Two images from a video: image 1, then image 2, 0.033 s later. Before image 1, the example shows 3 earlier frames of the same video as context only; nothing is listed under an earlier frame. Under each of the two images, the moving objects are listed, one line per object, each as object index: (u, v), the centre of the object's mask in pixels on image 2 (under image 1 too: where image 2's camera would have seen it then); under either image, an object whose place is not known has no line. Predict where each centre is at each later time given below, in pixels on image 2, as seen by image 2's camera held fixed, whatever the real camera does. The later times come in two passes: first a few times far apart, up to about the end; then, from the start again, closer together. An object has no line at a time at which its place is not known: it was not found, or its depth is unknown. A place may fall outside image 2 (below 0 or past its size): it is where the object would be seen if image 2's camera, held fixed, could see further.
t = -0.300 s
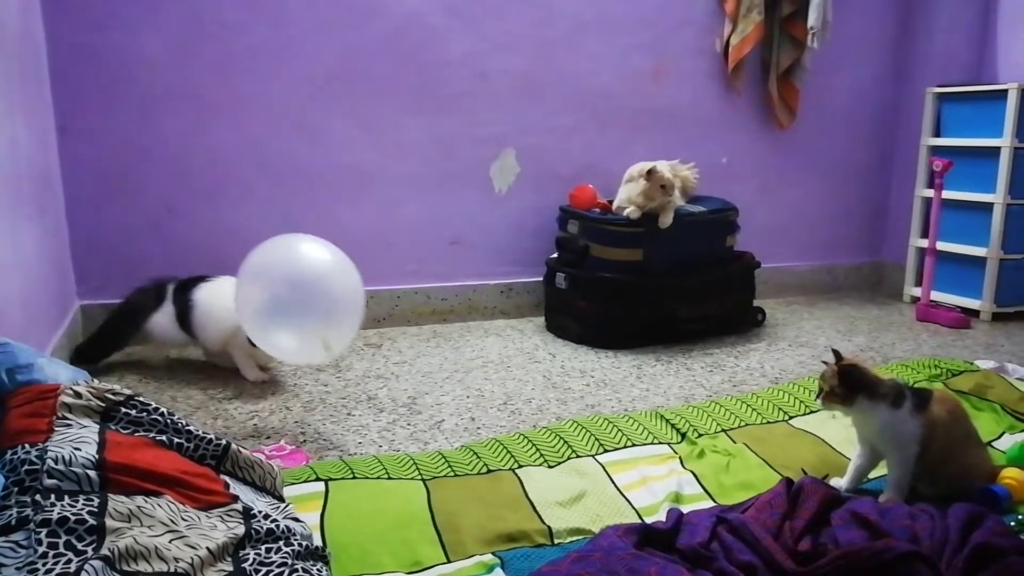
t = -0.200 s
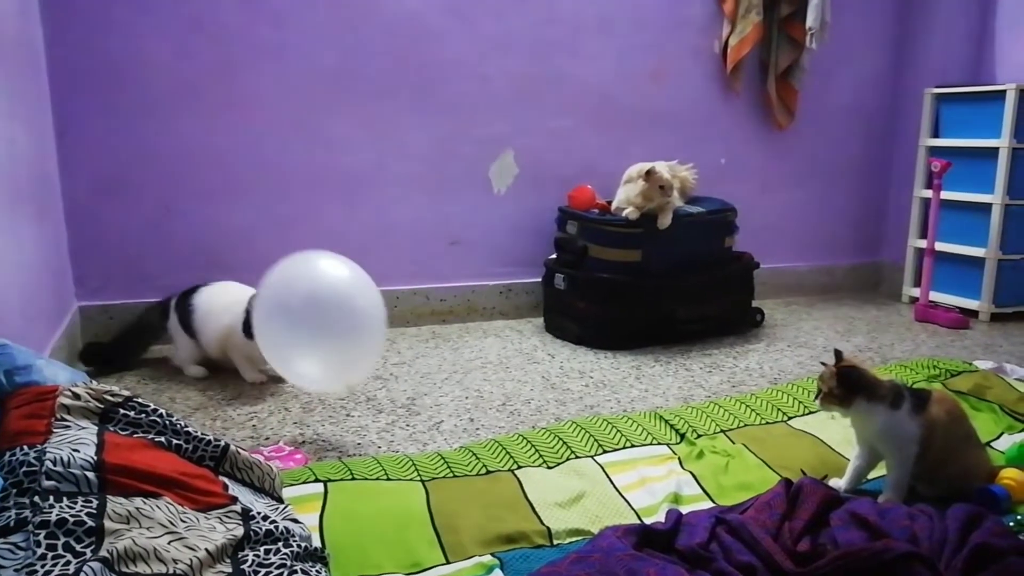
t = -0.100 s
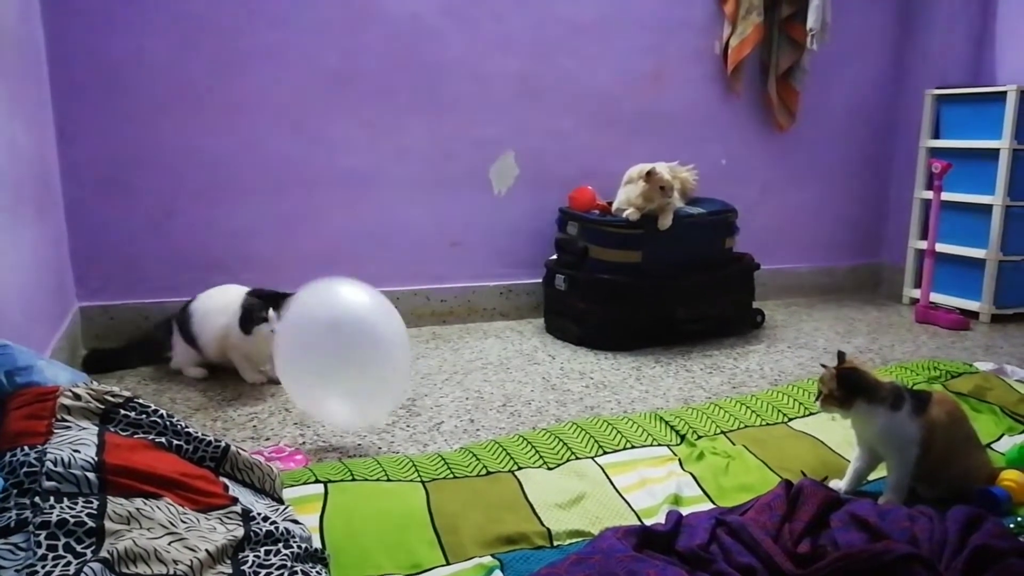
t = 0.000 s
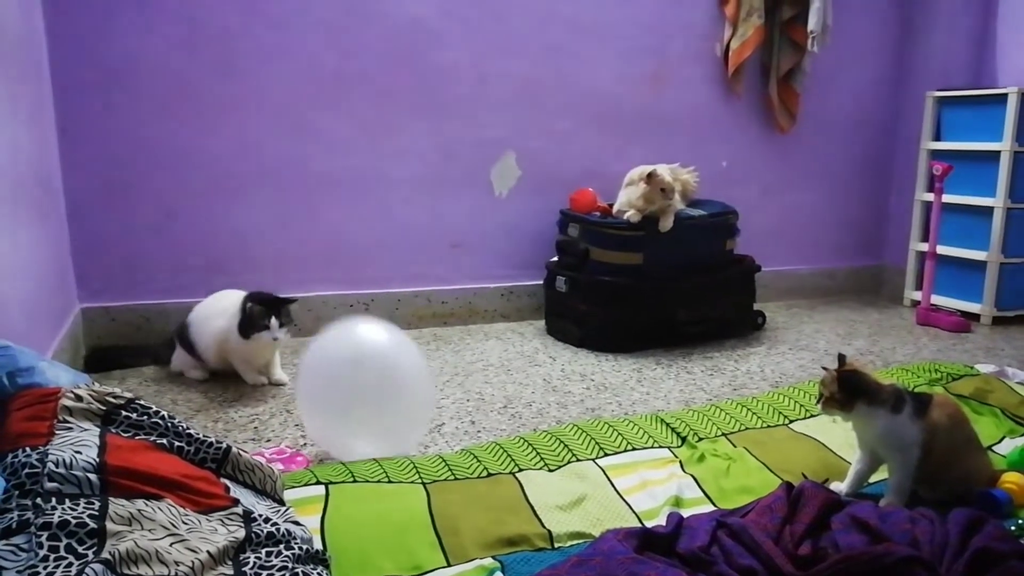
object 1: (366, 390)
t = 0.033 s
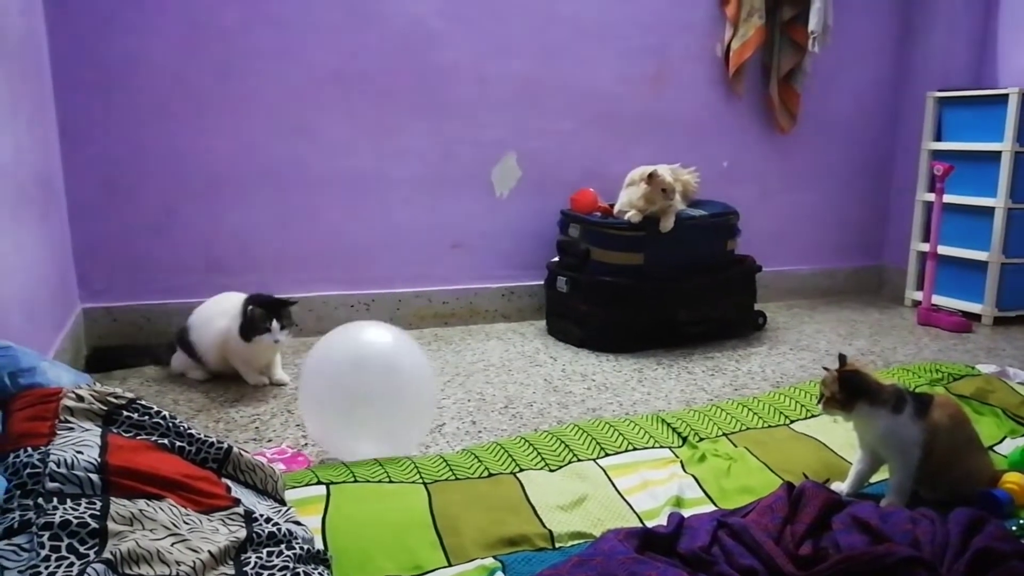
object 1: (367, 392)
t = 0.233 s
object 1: (374, 379)
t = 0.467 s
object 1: (384, 393)
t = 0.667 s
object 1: (390, 408)
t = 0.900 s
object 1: (393, 421)
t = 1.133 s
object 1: (390, 428)
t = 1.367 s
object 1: (379, 434)
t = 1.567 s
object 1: (364, 436)
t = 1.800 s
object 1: (362, 438)
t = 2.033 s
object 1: (365, 436)
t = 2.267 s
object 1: (363, 434)
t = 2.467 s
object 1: (361, 431)
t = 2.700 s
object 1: (359, 426)
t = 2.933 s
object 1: (354, 422)
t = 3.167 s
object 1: (351, 419)
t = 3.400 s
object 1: (348, 417)
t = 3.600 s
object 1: (346, 415)
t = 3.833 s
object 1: (343, 413)
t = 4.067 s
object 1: (339, 411)
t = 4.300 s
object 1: (338, 410)
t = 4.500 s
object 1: (338, 410)
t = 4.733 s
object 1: (338, 411)
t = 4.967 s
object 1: (338, 411)
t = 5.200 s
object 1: (338, 411)
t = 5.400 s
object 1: (338, 410)
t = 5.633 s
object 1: (338, 410)
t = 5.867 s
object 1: (338, 410)
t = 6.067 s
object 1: (338, 410)
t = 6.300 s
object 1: (338, 410)
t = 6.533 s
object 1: (338, 410)
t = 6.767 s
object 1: (338, 410)
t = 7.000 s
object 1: (338, 410)
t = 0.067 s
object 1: (368, 390)
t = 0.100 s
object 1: (369, 388)
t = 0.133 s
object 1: (371, 385)
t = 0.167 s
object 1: (372, 381)
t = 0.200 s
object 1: (373, 380)
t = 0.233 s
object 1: (374, 379)
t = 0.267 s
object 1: (375, 378)
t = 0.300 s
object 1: (377, 379)
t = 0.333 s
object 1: (379, 379)
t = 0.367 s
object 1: (380, 381)
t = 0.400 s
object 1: (381, 385)
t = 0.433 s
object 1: (383, 389)
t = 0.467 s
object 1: (384, 393)
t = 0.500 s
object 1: (386, 399)
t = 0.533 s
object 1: (386, 400)
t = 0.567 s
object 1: (387, 401)
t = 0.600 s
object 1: (388, 402)
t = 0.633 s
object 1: (389, 405)
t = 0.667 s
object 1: (390, 408)
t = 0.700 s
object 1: (391, 410)
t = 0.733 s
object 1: (391, 411)
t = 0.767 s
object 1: (391, 413)
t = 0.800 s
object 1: (392, 415)
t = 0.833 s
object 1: (392, 417)
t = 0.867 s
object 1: (392, 419)
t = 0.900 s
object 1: (393, 421)
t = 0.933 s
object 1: (393, 422)
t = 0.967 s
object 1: (393, 423)
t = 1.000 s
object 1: (393, 424)
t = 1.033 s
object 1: (392, 425)
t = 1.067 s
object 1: (392, 426)
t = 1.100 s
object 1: (391, 427)
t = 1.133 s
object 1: (390, 428)
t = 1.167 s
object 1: (389, 429)
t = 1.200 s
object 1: (387, 430)
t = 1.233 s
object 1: (386, 431)
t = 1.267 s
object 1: (385, 431)
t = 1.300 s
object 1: (383, 432)
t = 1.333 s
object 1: (381, 433)
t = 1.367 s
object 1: (379, 434)
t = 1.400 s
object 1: (377, 434)
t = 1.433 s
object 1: (375, 435)
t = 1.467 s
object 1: (372, 435)
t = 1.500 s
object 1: (369, 436)
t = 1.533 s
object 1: (367, 436)
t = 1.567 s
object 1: (364, 436)
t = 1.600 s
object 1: (363, 437)
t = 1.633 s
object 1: (362, 437)
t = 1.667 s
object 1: (361, 437)
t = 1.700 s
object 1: (361, 437)
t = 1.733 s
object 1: (361, 437)
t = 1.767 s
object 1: (362, 437)
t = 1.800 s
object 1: (362, 438)
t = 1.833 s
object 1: (363, 438)
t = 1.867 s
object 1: (364, 437)
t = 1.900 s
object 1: (365, 437)
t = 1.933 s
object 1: (365, 437)
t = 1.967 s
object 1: (365, 437)
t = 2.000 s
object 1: (365, 436)
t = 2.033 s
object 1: (365, 436)
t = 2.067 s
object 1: (365, 436)
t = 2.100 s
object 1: (365, 436)
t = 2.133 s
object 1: (365, 436)
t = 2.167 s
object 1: (364, 435)
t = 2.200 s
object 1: (364, 435)
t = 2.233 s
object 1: (364, 434)
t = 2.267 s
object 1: (363, 434)
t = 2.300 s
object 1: (363, 434)
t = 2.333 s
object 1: (362, 433)
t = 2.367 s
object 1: (362, 433)
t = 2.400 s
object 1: (361, 432)
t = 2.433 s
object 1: (361, 432)
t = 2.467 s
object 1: (361, 431)
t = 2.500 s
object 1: (361, 431)
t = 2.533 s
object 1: (361, 430)
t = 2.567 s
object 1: (361, 429)
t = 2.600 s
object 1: (360, 428)
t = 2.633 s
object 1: (360, 428)
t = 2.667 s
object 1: (359, 427)
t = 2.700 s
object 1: (359, 426)
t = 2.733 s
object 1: (358, 425)
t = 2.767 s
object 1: (358, 424)
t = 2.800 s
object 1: (356, 424)
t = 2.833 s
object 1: (355, 424)
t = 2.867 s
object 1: (354, 423)
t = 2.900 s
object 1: (354, 422)
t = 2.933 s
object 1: (354, 422)
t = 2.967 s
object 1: (353, 421)
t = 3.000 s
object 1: (353, 421)
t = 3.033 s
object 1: (353, 421)
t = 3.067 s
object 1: (352, 420)
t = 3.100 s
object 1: (352, 420)
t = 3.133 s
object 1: (351, 419)
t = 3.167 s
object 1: (351, 419)
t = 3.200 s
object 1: (351, 419)
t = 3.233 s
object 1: (350, 418)
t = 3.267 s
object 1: (350, 418)
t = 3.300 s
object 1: (349, 418)
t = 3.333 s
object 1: (349, 417)
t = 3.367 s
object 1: (349, 417)
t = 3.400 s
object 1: (348, 417)
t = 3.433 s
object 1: (348, 417)
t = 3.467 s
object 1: (348, 416)
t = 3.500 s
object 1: (348, 416)
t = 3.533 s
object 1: (347, 416)
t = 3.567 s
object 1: (347, 415)
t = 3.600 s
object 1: (346, 415)
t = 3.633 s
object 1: (346, 415)
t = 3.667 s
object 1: (345, 415)
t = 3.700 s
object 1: (345, 414)
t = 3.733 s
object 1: (344, 414)
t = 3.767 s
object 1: (343, 414)
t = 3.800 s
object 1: (343, 413)
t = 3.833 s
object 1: (343, 413)
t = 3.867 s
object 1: (342, 413)
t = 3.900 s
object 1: (342, 413)
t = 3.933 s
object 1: (342, 412)
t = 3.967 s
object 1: (341, 412)
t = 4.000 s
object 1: (340, 412)
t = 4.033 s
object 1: (340, 411)
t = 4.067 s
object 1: (339, 411)
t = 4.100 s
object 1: (339, 411)
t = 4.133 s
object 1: (339, 411)
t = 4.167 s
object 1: (339, 411)
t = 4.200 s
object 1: (338, 410)
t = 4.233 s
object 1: (338, 410)
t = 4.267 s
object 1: (338, 411)
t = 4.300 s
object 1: (338, 410)
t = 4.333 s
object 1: (338, 410)
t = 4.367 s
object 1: (338, 410)
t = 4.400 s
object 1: (338, 410)
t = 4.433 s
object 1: (338, 410)
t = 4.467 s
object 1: (337, 410)
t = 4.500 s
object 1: (338, 410)
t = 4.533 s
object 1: (338, 410)
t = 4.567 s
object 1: (338, 410)
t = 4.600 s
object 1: (338, 410)
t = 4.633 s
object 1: (338, 410)
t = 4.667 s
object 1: (338, 411)
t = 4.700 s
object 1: (338, 411)
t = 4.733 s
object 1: (338, 411)
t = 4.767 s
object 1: (338, 411)
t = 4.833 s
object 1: (338, 411)
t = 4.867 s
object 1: (338, 410)
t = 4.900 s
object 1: (338, 411)
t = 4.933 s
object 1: (338, 411)
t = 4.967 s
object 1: (338, 411)
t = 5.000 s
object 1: (338, 411)
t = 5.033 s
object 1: (338, 411)
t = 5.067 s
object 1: (338, 411)
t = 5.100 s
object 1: (338, 411)
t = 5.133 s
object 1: (338, 410)
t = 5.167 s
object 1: (338, 411)
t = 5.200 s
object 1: (338, 411)
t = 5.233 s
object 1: (337, 411)
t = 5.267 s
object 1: (338, 410)
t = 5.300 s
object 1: (338, 411)
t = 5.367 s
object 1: (338, 410)
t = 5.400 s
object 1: (338, 410)
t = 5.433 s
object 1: (337, 410)
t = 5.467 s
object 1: (337, 410)
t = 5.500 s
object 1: (337, 410)
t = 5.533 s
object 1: (338, 410)
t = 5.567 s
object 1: (338, 410)
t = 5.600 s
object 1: (338, 410)
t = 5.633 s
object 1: (338, 410)
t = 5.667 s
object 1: (338, 410)
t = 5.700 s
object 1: (338, 410)
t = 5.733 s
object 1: (338, 410)
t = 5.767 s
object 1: (338, 410)
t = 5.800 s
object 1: (338, 410)
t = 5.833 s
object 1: (338, 410)
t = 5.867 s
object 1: (338, 410)
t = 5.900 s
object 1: (338, 410)
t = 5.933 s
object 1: (338, 410)
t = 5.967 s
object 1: (338, 410)
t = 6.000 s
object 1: (338, 410)
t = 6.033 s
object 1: (338, 410)
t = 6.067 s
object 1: (338, 410)
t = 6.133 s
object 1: (338, 410)
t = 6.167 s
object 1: (338, 410)
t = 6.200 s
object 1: (338, 410)
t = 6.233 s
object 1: (338, 410)
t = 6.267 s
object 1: (338, 410)
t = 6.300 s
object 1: (338, 410)
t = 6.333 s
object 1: (338, 410)
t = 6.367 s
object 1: (338, 410)
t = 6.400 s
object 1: (338, 410)
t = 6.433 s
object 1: (338, 410)
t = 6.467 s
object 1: (338, 410)
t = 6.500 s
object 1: (338, 410)
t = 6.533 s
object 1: (338, 410)
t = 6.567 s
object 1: (338, 410)
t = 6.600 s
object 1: (338, 410)
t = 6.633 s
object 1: (338, 410)
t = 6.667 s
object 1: (338, 410)
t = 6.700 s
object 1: (338, 410)
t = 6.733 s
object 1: (338, 410)
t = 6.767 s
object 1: (338, 410)
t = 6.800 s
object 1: (338, 410)
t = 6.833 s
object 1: (338, 410)
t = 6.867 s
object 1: (338, 410)
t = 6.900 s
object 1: (338, 410)
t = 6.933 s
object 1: (338, 410)
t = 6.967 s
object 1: (338, 410)
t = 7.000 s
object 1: (338, 410)
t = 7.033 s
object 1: (338, 410)
